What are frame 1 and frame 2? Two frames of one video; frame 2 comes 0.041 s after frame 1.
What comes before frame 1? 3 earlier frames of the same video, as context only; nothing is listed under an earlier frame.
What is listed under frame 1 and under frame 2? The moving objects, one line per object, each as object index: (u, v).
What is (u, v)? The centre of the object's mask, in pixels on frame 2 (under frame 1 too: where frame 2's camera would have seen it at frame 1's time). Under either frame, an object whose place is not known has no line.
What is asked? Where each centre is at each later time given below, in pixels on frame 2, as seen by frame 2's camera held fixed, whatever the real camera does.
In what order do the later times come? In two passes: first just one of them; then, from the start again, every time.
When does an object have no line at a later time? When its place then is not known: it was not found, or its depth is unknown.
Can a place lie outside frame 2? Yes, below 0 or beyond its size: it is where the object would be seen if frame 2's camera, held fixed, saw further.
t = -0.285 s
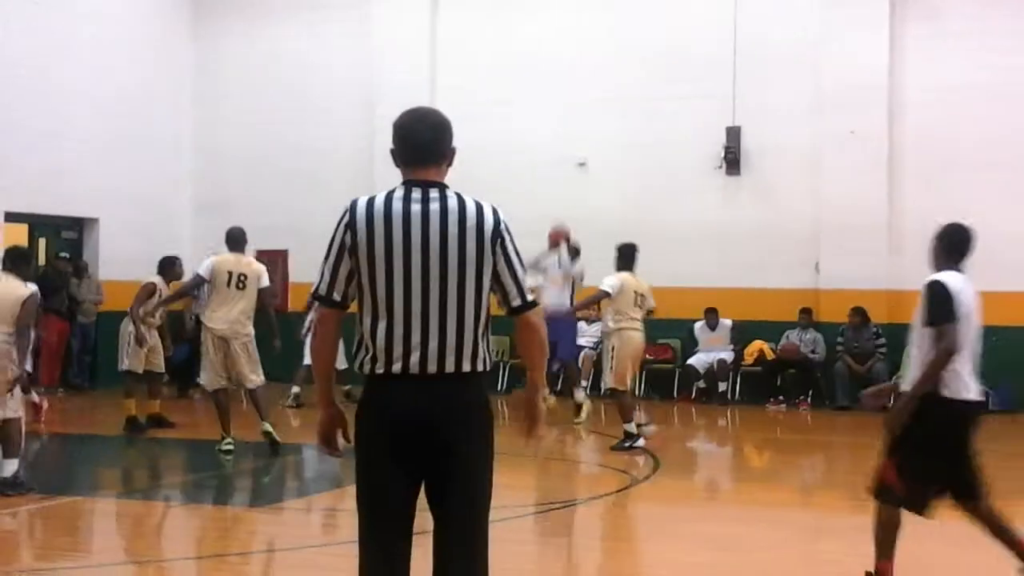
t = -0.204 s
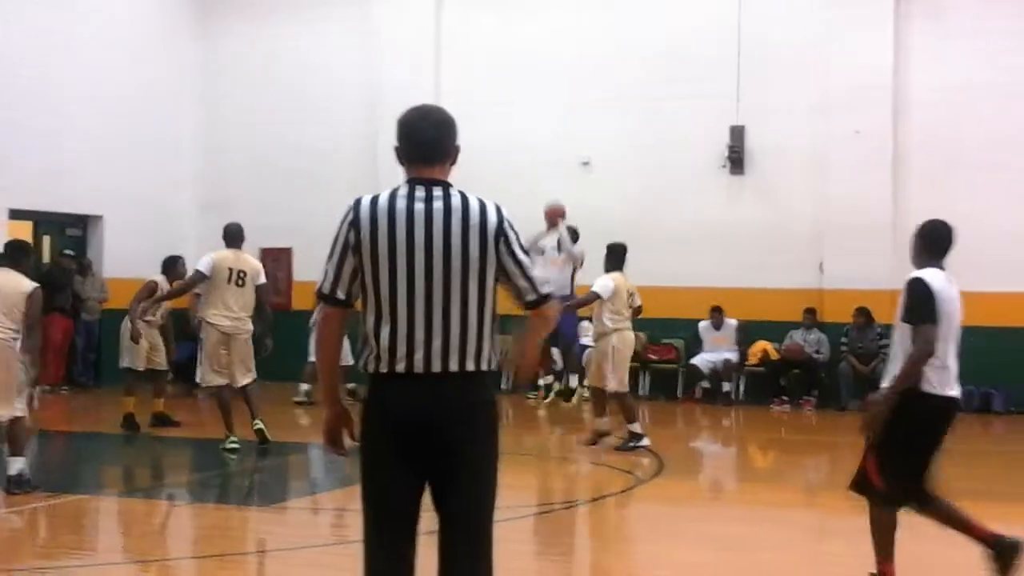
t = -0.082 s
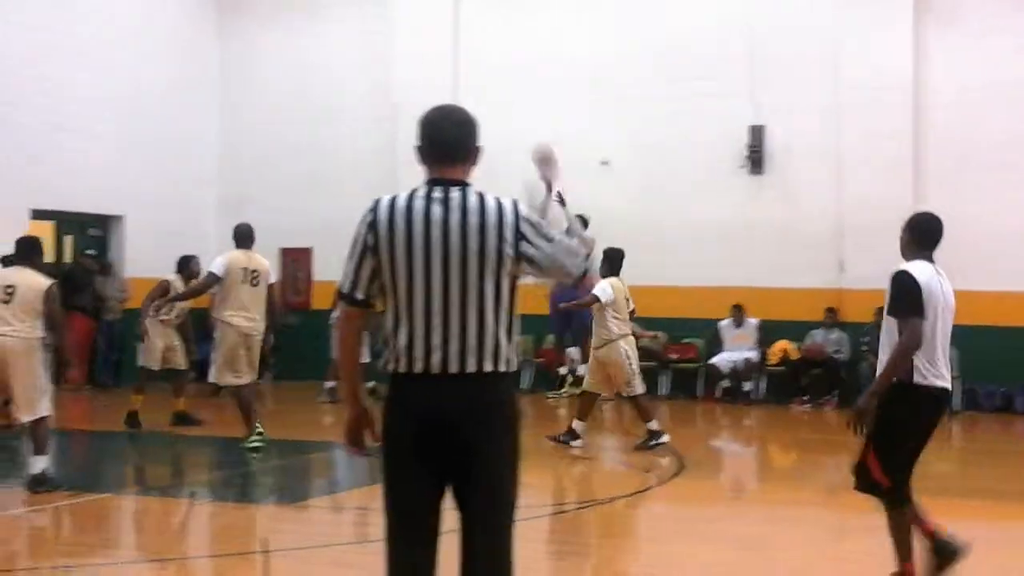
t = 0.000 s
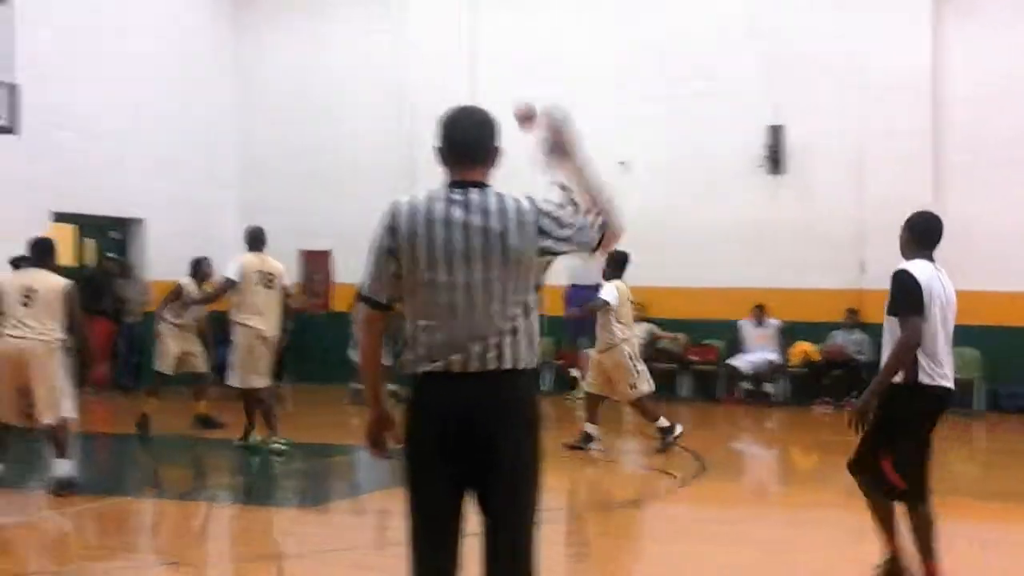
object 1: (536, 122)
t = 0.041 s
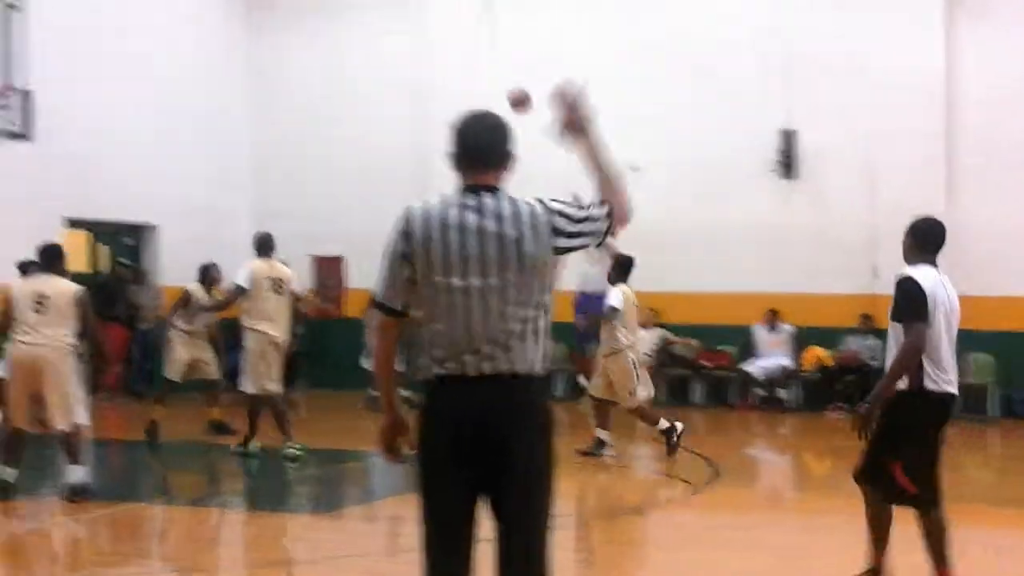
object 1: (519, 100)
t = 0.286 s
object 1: (408, 1)
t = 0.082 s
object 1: (500, 80)
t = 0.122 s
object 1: (481, 61)
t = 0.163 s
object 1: (461, 44)
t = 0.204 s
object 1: (441, 29)
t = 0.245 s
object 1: (425, 15)
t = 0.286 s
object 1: (408, 1)
